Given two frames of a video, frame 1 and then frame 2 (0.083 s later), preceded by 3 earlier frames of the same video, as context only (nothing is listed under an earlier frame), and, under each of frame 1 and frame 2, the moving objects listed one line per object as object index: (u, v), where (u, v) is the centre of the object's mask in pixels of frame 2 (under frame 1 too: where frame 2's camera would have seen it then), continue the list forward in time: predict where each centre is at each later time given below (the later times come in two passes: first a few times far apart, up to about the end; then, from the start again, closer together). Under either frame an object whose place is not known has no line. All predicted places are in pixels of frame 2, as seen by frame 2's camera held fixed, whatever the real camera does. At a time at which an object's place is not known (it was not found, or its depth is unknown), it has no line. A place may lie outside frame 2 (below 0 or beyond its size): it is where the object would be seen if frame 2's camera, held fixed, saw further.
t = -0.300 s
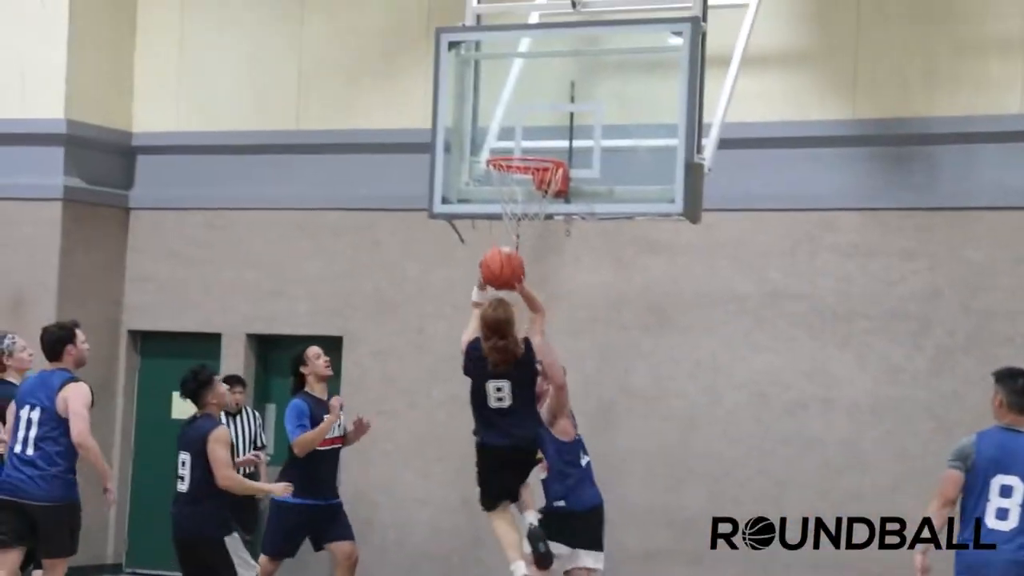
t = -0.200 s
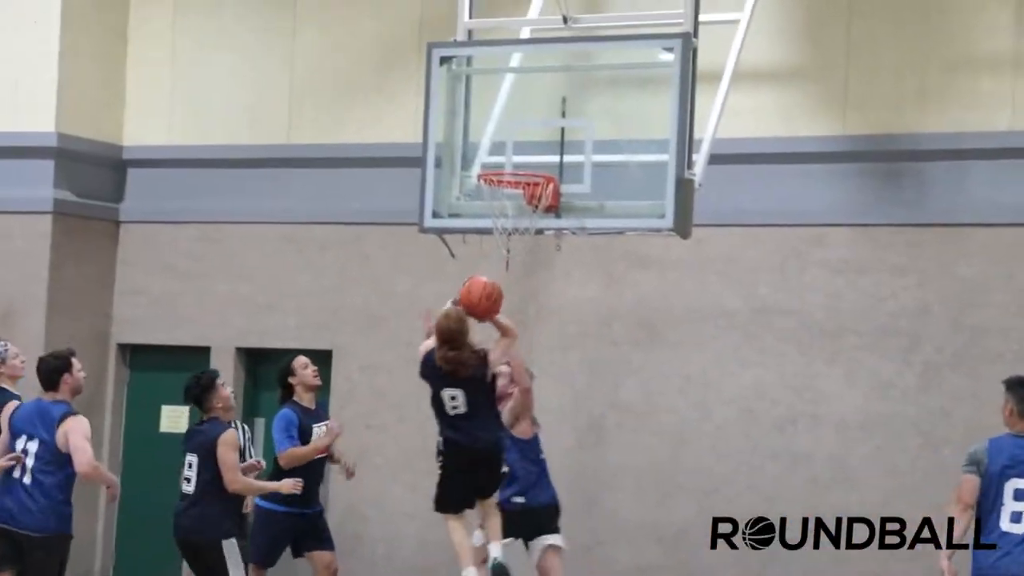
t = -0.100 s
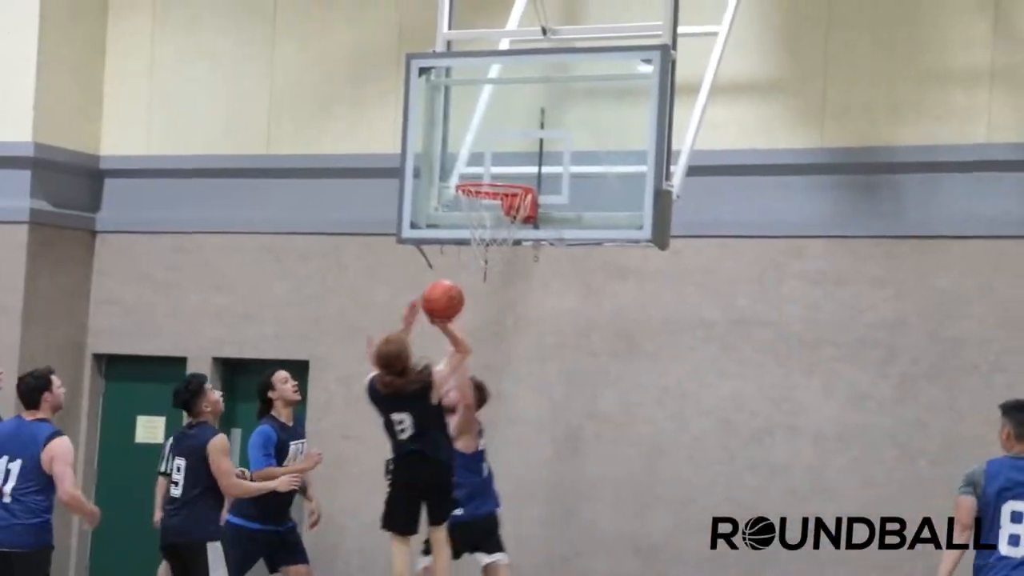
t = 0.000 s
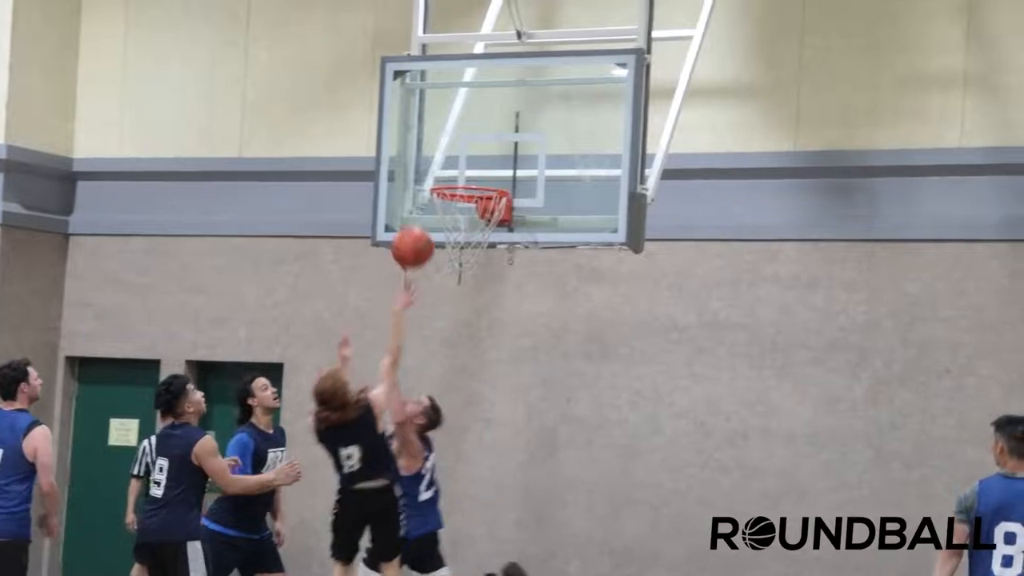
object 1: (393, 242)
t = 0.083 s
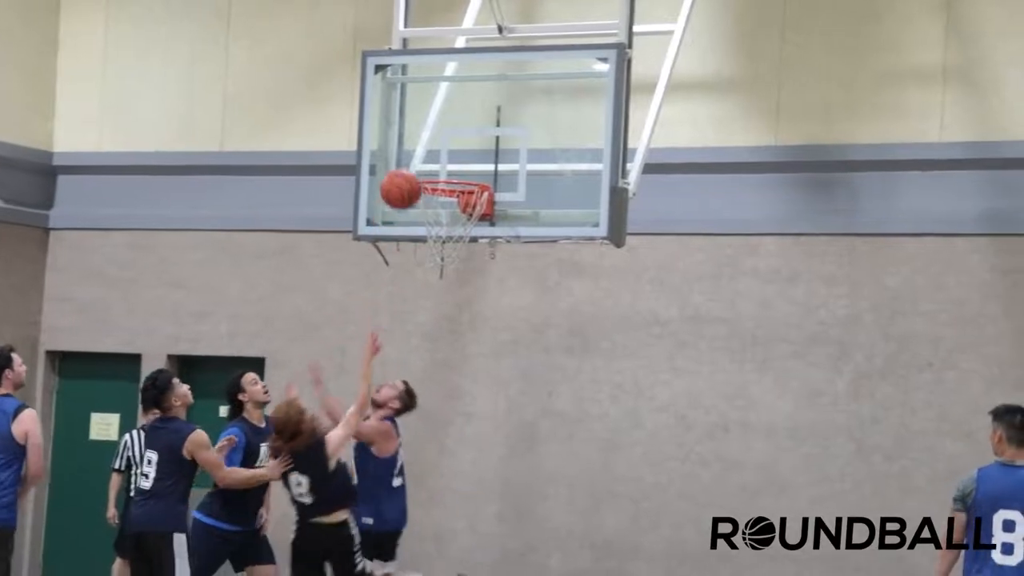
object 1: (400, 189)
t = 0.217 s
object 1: (411, 131)
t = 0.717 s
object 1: (432, 169)
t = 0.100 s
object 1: (402, 180)
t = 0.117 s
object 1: (402, 171)
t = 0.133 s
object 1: (404, 163)
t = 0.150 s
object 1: (405, 156)
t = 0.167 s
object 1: (407, 149)
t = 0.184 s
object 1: (408, 142)
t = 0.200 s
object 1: (409, 136)
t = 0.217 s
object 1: (411, 131)
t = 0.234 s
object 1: (412, 126)
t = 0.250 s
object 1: (413, 121)
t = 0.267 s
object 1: (414, 117)
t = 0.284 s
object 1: (415, 113)
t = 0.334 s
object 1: (418, 105)
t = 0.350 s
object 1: (419, 103)
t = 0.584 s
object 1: (429, 125)
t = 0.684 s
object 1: (431, 160)
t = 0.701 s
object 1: (432, 165)
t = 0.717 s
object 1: (432, 169)
